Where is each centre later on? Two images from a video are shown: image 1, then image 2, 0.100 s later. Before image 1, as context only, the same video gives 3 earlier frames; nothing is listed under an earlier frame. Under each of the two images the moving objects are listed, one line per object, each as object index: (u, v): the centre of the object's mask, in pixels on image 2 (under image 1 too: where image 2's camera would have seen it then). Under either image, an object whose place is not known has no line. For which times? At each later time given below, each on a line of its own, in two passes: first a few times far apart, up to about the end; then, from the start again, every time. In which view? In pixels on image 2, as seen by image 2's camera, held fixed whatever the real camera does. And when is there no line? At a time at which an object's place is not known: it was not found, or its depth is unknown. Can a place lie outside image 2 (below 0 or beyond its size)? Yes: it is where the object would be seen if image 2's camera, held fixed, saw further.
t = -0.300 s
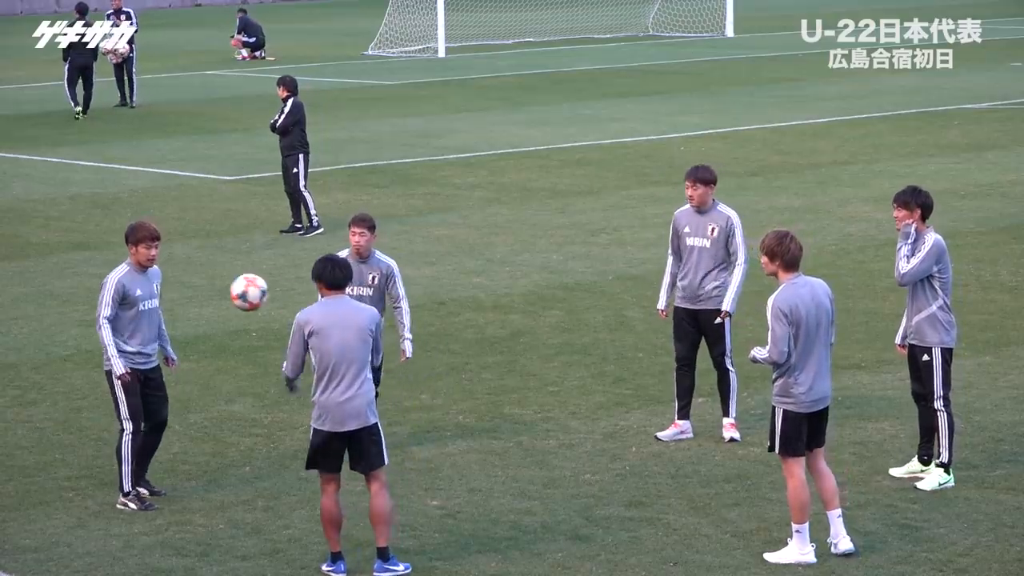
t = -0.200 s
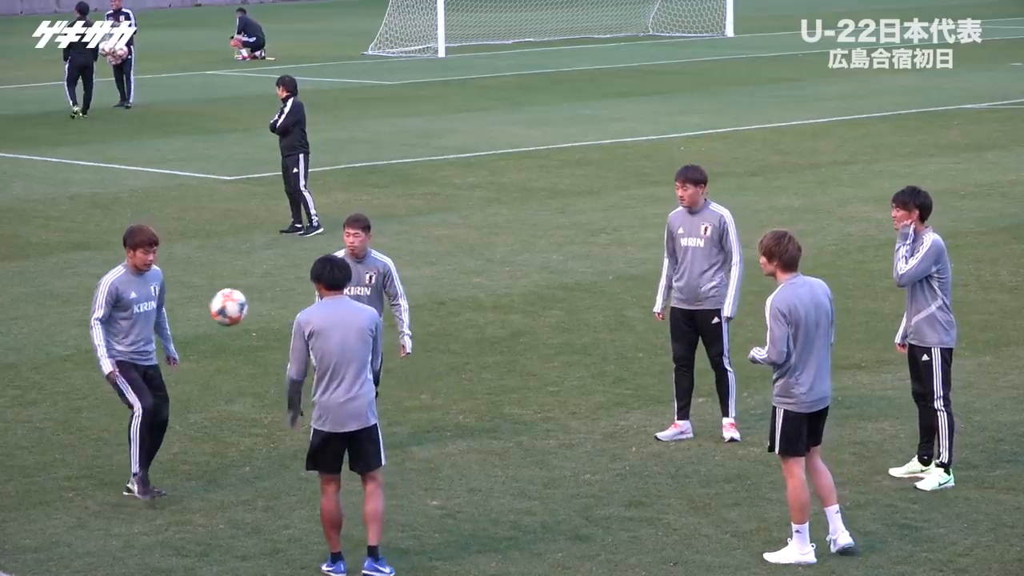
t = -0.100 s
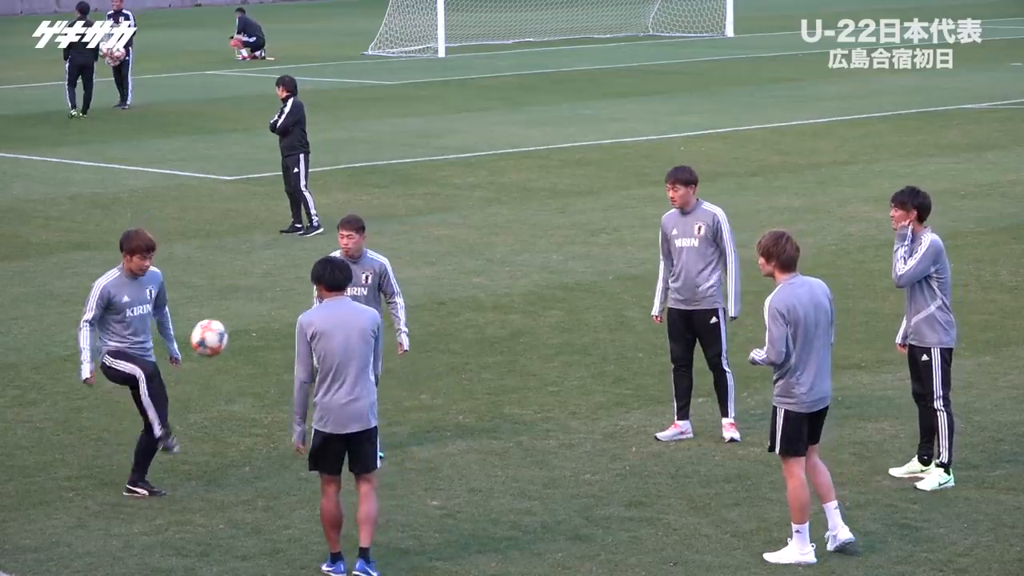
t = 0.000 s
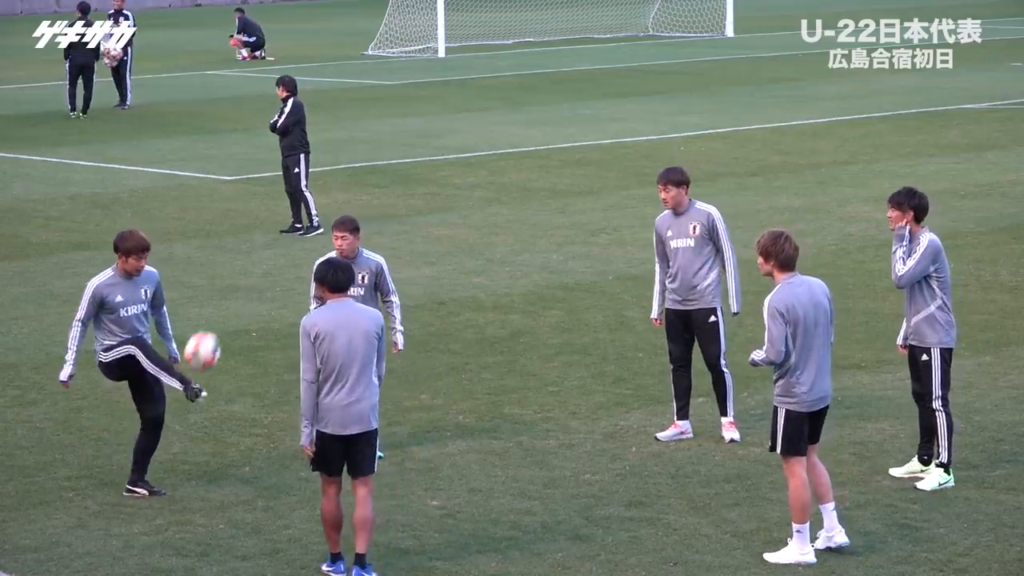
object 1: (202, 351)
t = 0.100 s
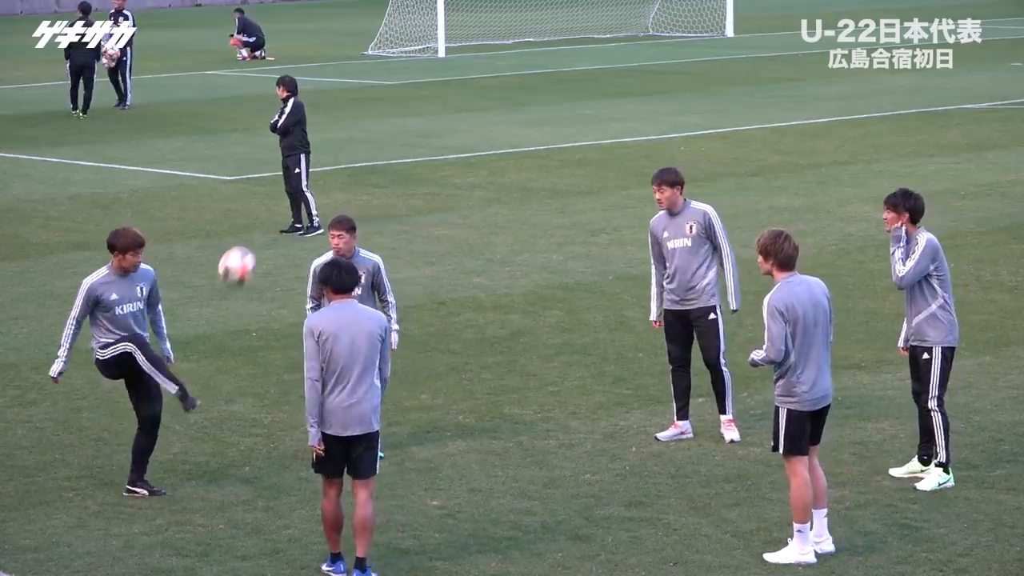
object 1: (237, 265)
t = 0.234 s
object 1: (283, 178)
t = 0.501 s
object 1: (374, 86)
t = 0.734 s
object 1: (450, 97)
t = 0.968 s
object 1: (521, 189)
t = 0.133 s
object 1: (248, 241)
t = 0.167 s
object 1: (260, 218)
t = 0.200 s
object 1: (272, 198)
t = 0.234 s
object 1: (283, 178)
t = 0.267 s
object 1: (295, 160)
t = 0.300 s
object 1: (307, 144)
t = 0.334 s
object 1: (318, 130)
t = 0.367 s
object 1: (329, 118)
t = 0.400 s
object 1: (340, 108)
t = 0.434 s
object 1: (352, 99)
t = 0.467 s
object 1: (362, 92)
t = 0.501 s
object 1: (374, 86)
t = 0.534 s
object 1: (385, 82)
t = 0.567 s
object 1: (396, 80)
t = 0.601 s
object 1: (406, 81)
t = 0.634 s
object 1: (417, 82)
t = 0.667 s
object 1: (428, 85)
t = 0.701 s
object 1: (439, 90)
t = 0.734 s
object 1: (450, 97)
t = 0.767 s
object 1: (460, 105)
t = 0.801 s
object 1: (470, 115)
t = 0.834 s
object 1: (481, 126)
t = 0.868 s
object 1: (491, 139)
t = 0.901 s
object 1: (501, 154)
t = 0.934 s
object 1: (511, 170)
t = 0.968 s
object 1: (521, 189)
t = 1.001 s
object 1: (531, 208)
